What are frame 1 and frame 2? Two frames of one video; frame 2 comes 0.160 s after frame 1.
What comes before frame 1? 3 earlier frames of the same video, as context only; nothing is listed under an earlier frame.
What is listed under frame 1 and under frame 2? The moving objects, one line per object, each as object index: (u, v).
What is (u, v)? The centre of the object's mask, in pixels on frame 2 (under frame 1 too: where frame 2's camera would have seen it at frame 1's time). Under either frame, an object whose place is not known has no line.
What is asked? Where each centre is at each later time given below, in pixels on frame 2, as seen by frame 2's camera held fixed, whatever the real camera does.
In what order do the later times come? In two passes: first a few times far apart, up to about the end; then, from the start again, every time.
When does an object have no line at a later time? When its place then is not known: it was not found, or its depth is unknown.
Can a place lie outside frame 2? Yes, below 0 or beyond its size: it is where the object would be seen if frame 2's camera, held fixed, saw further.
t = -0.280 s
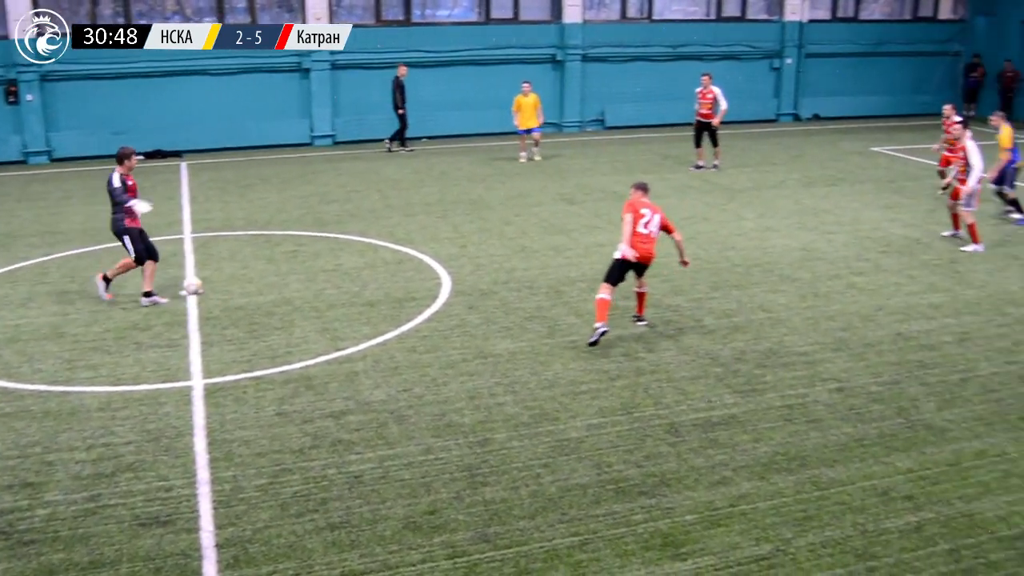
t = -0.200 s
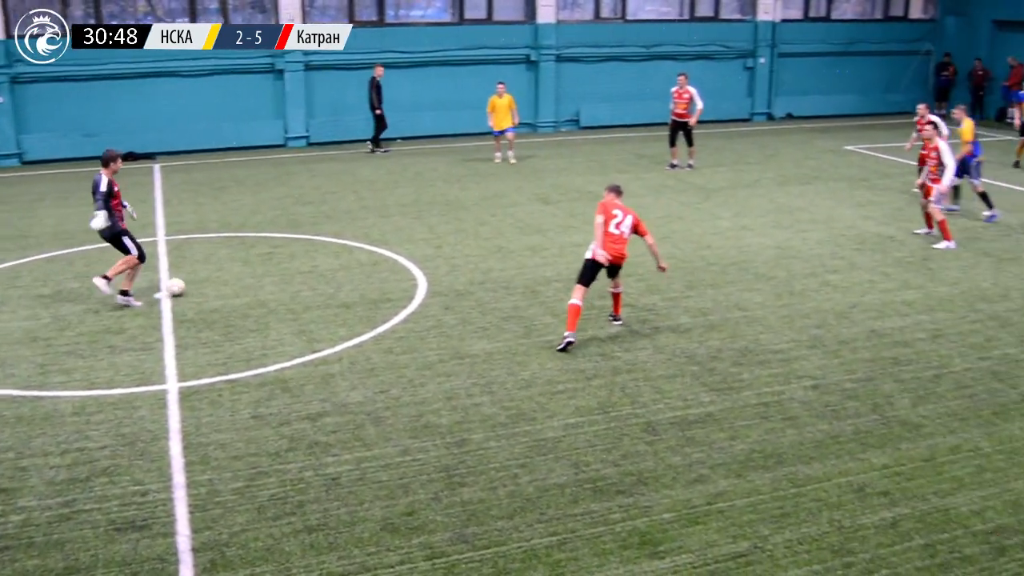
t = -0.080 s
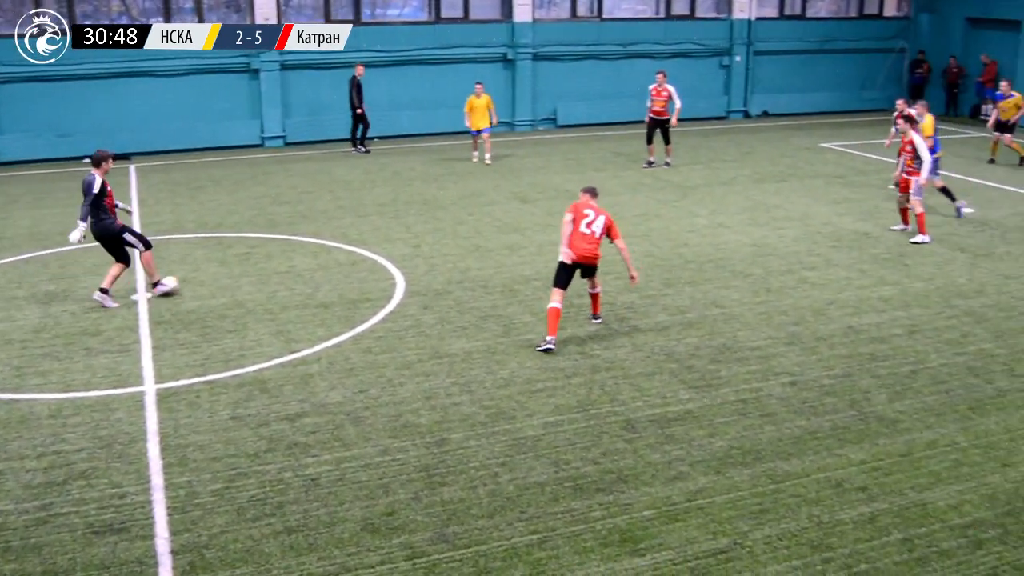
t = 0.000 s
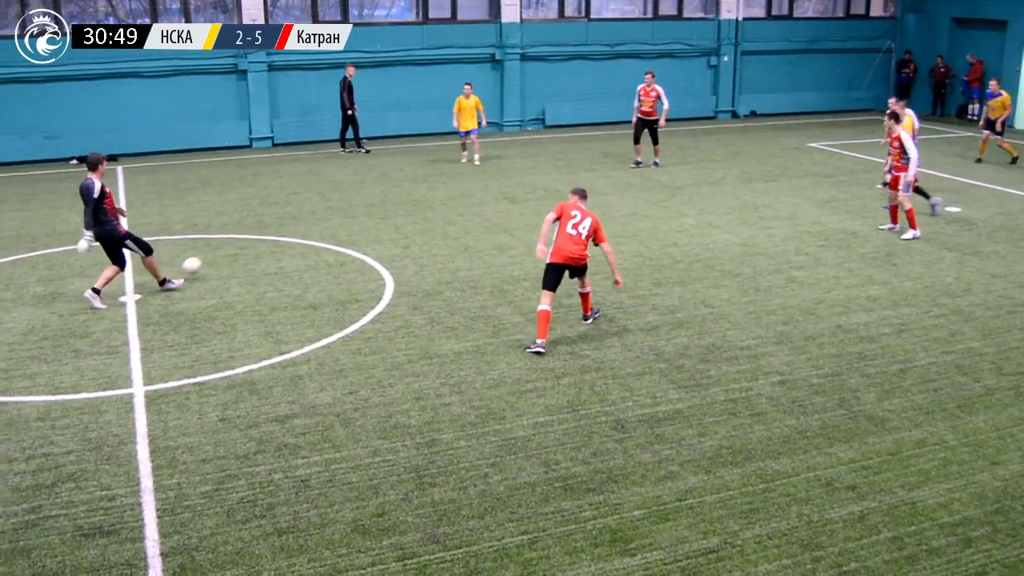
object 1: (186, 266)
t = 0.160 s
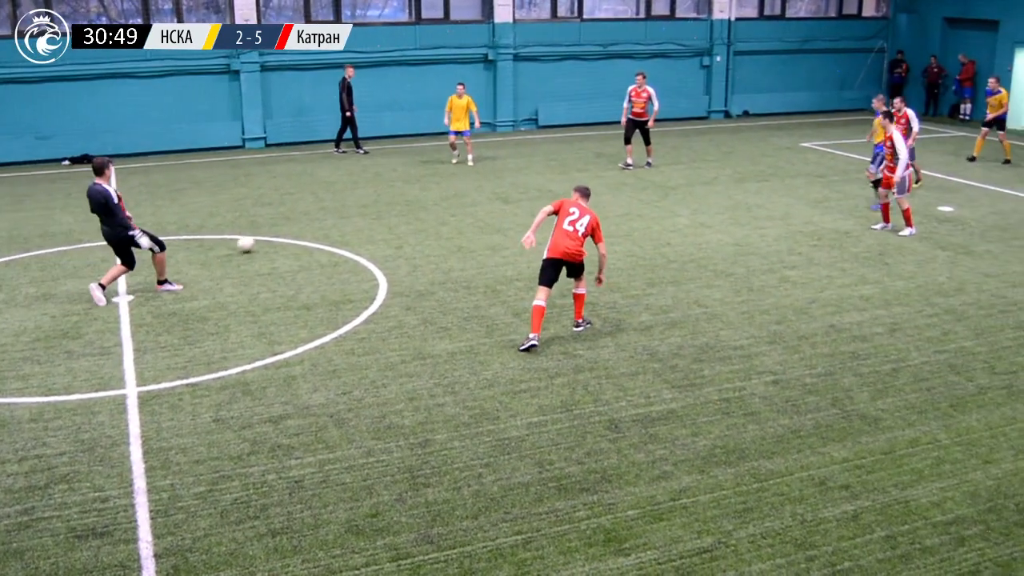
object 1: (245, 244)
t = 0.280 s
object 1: (278, 228)
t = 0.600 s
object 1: (340, 202)
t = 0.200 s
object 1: (258, 240)
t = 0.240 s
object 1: (269, 234)
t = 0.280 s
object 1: (278, 228)
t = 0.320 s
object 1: (288, 226)
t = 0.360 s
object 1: (297, 223)
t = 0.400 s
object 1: (305, 219)
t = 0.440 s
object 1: (312, 216)
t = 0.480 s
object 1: (320, 212)
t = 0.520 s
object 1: (326, 208)
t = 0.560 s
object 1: (334, 205)
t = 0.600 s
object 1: (340, 202)
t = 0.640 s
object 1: (347, 199)
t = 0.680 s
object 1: (353, 195)
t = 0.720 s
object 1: (360, 192)
